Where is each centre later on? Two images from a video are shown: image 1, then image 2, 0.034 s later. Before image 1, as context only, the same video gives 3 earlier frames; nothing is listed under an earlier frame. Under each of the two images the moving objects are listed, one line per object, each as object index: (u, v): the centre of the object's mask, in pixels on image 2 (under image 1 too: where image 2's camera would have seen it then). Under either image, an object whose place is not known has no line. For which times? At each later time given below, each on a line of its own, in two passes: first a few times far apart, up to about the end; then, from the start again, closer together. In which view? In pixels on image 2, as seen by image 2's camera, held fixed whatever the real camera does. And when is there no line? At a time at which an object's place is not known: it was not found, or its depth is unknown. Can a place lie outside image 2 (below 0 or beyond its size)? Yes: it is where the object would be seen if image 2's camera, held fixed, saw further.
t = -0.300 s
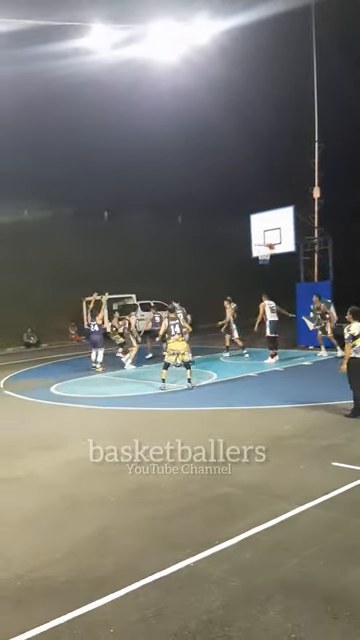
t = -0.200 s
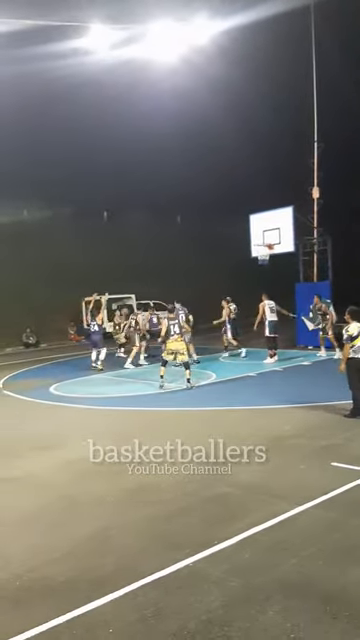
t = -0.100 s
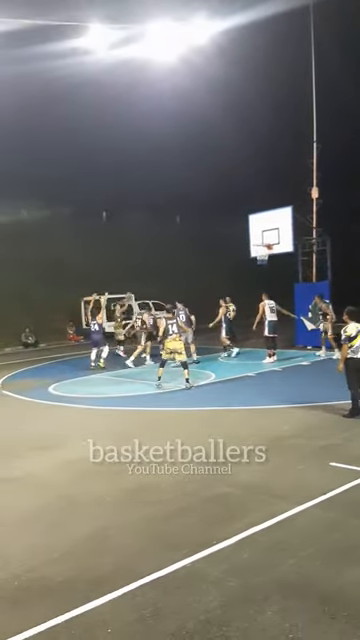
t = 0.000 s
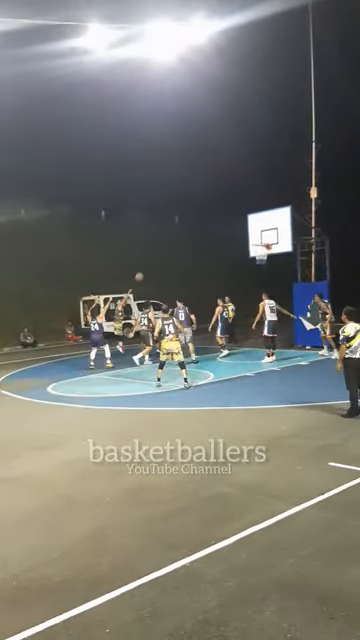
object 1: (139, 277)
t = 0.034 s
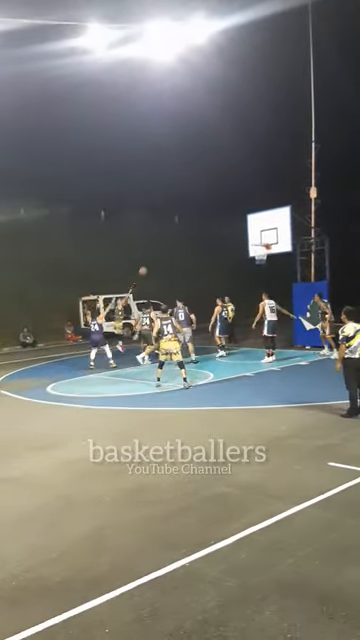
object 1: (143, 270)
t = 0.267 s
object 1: (171, 239)
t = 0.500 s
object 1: (203, 223)
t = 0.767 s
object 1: (241, 228)
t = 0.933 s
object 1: (265, 237)
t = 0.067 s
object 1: (146, 265)
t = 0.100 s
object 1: (150, 260)
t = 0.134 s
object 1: (154, 255)
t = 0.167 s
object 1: (158, 251)
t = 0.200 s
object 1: (163, 246)
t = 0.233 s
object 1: (167, 242)
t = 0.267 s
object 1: (171, 239)
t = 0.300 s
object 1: (175, 236)
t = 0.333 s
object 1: (180, 233)
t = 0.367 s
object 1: (184, 230)
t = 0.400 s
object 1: (189, 228)
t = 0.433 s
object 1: (194, 226)
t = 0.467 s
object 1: (198, 225)
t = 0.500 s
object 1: (203, 223)
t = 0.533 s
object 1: (208, 223)
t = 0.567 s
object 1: (212, 222)
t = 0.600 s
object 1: (217, 222)
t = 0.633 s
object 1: (222, 223)
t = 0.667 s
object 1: (227, 223)
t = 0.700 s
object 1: (232, 224)
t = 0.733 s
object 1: (237, 226)
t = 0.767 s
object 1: (241, 228)
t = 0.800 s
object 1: (246, 230)
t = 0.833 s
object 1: (253, 233)
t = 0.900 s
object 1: (263, 240)
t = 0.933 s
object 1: (265, 237)
